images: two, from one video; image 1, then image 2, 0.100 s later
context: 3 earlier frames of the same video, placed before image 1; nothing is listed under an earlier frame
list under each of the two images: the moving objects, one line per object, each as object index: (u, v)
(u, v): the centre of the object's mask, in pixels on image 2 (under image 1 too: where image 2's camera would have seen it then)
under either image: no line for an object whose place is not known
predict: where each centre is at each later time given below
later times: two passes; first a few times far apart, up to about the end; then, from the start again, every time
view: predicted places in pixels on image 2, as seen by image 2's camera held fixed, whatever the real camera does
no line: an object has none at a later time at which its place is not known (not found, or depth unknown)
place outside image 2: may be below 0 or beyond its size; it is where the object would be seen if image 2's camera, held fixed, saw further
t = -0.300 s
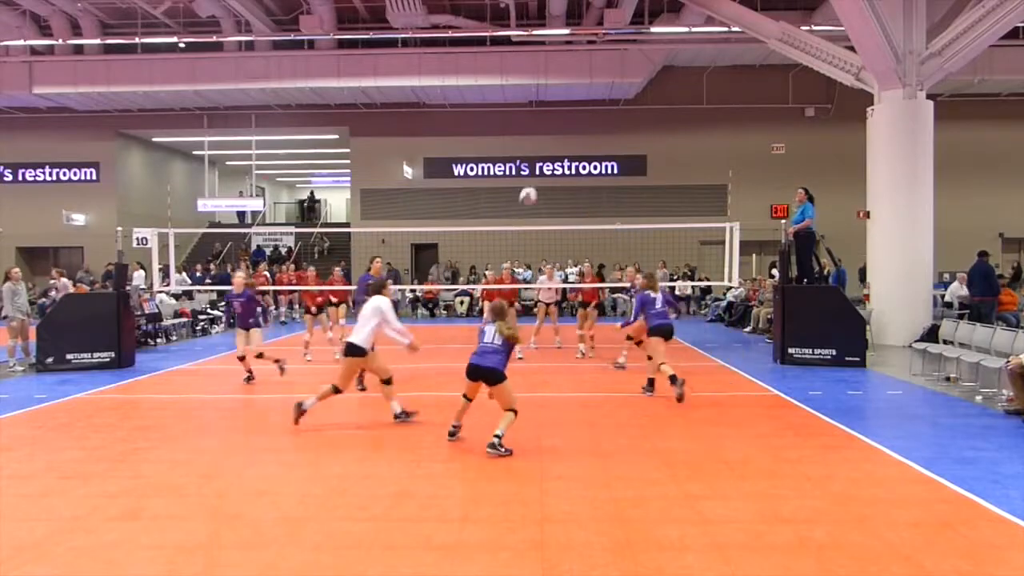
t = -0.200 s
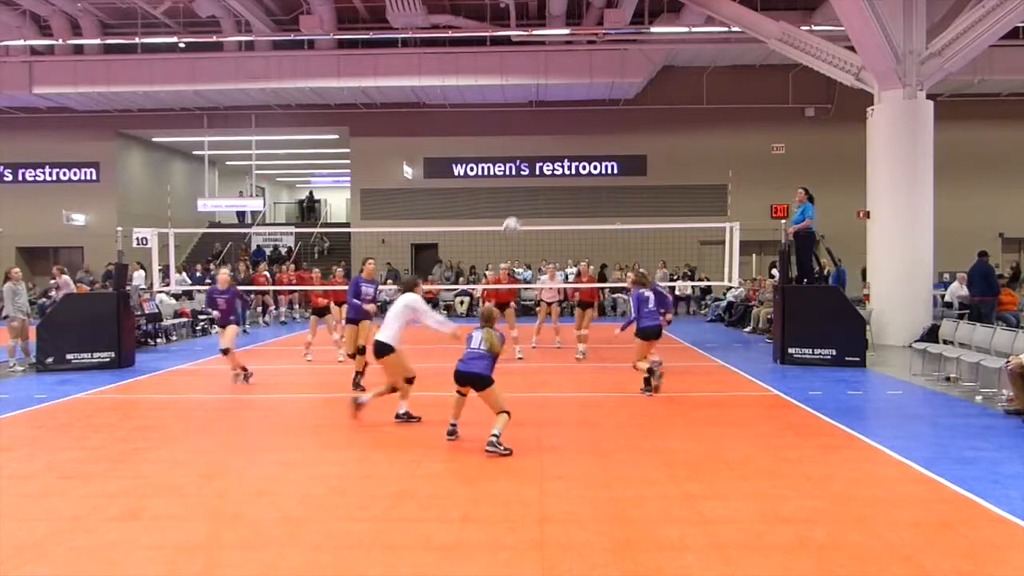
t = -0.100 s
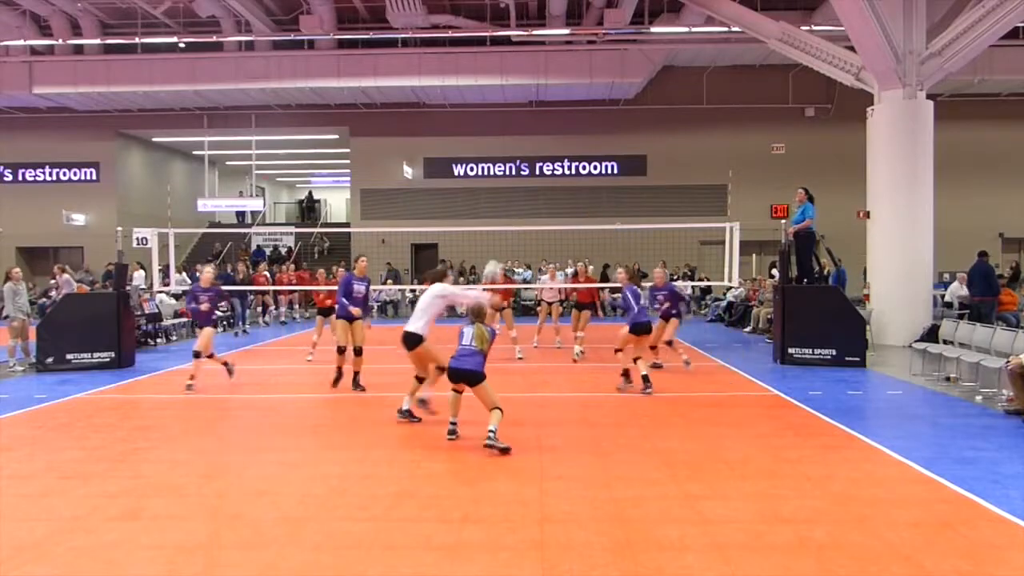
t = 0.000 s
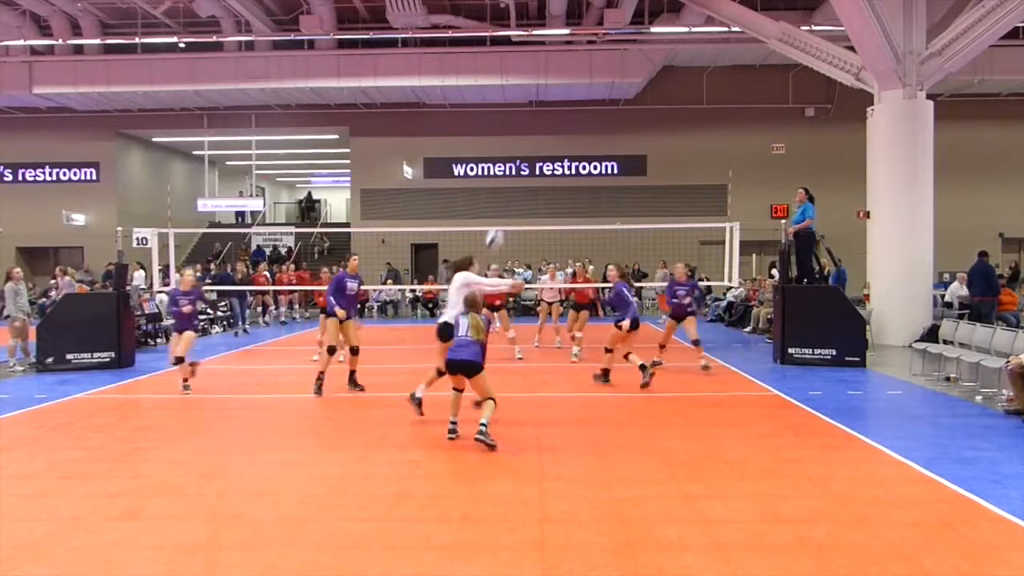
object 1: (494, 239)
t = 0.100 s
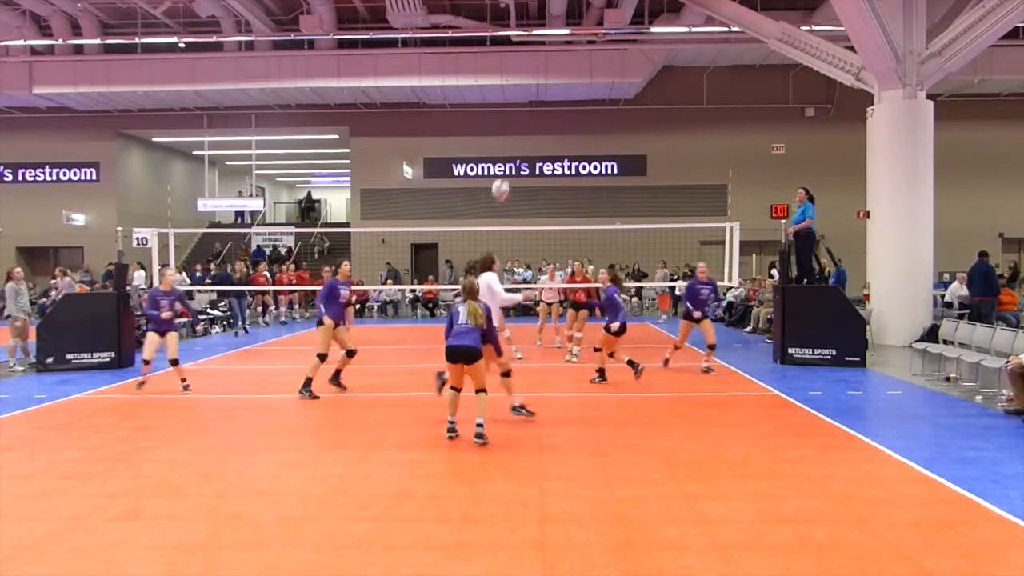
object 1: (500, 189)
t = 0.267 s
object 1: (509, 131)
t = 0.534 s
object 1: (521, 97)
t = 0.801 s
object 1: (531, 116)
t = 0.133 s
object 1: (502, 175)
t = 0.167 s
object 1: (504, 162)
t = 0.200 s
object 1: (507, 151)
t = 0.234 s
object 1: (508, 140)
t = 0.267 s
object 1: (509, 131)
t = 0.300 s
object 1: (512, 124)
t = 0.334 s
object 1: (513, 117)
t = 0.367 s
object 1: (515, 111)
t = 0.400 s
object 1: (516, 106)
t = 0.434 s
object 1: (517, 102)
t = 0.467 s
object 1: (519, 99)
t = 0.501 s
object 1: (520, 98)
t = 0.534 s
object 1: (521, 97)
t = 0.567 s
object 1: (522, 96)
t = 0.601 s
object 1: (524, 97)
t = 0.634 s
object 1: (526, 98)
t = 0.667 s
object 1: (526, 100)
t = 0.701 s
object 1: (527, 103)
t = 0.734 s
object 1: (528, 106)
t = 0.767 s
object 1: (529, 110)
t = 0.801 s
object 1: (531, 116)
